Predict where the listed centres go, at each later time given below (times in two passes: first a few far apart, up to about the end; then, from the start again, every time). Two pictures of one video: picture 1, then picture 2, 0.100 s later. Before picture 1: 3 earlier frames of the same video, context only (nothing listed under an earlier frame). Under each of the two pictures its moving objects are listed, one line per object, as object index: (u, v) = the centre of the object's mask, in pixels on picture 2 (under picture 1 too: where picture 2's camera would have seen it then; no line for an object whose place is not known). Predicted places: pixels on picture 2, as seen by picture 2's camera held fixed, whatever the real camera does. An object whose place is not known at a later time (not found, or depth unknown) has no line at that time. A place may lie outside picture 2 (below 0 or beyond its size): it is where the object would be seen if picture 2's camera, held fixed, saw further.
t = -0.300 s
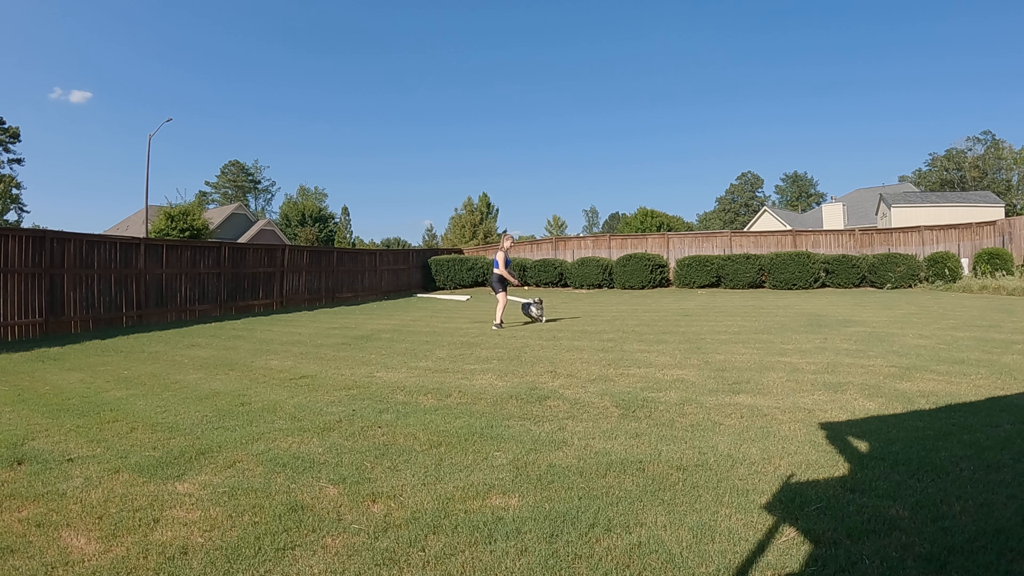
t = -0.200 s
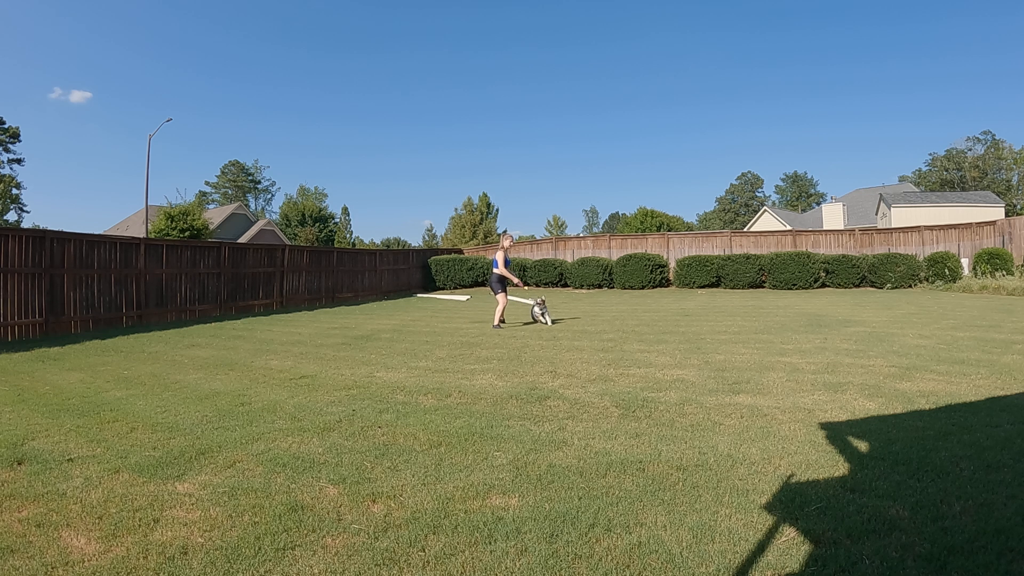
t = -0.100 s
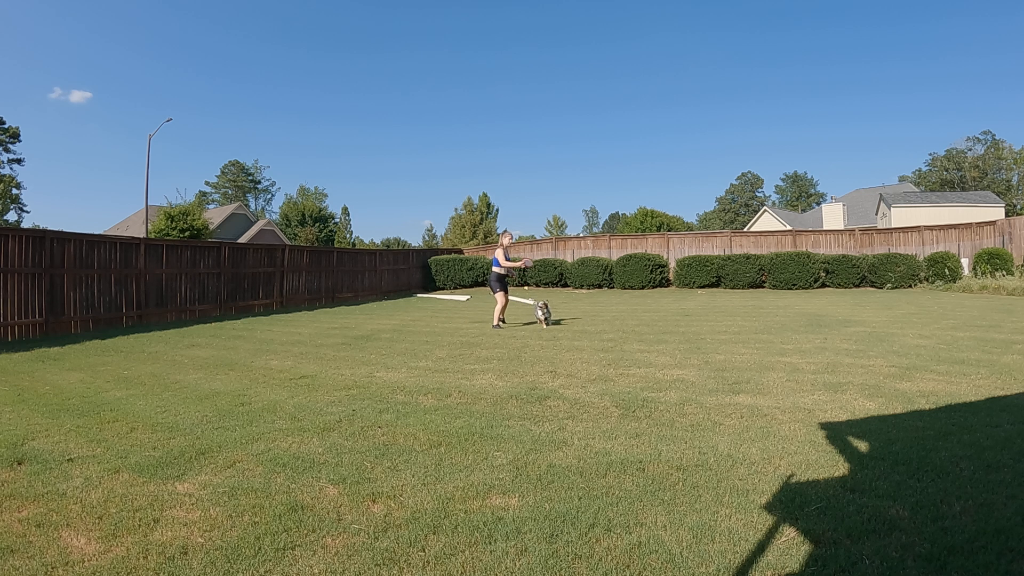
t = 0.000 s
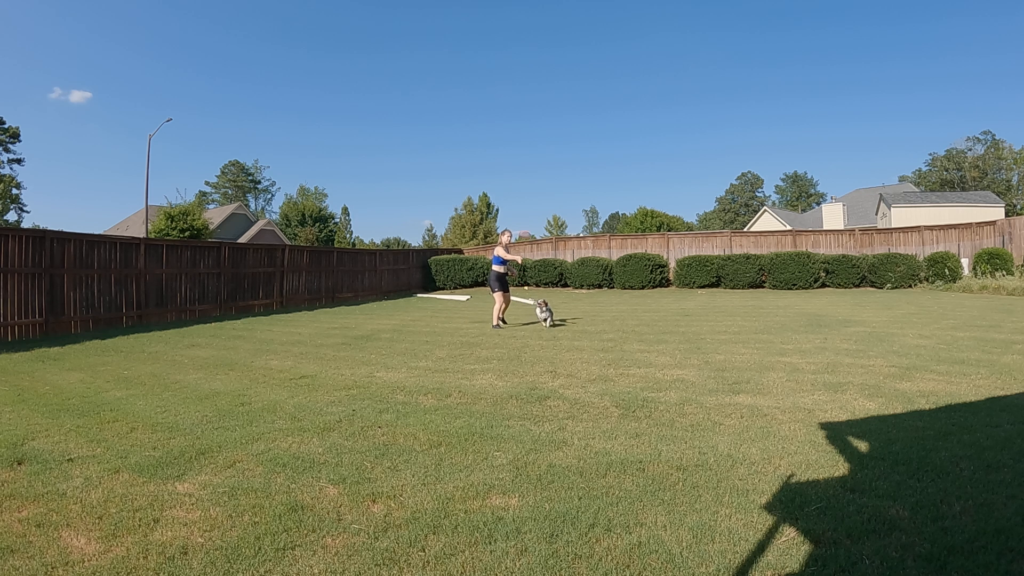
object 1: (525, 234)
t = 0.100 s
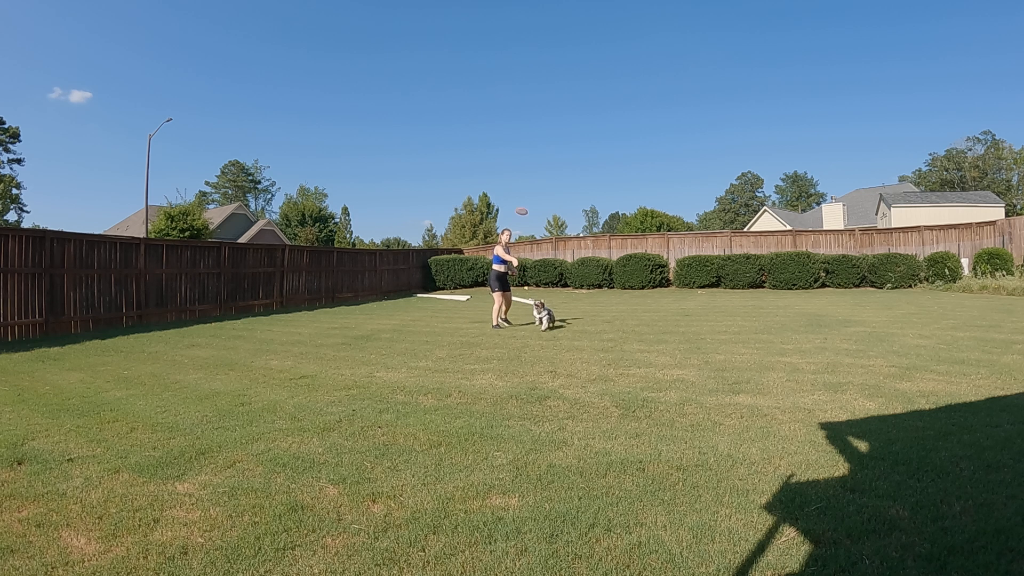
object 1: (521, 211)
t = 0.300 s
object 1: (515, 179)
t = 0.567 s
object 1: (510, 161)
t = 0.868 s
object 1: (522, 184)
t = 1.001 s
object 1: (538, 216)
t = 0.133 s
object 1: (520, 205)
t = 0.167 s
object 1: (519, 198)
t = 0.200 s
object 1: (518, 193)
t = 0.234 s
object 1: (517, 188)
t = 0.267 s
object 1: (516, 183)
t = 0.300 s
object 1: (515, 179)
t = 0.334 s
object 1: (514, 175)
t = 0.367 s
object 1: (513, 172)
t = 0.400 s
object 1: (512, 169)
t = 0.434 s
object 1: (512, 166)
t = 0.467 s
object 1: (511, 164)
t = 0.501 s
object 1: (511, 162)
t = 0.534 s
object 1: (510, 161)
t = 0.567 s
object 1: (510, 161)
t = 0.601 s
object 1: (511, 161)
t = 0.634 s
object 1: (511, 161)
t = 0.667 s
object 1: (512, 162)
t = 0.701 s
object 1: (513, 164)
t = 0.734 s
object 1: (514, 166)
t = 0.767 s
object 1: (515, 169)
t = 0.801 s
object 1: (517, 173)
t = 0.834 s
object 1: (520, 178)
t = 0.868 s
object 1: (522, 184)
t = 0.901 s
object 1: (526, 190)
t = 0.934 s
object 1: (529, 198)
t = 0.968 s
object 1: (533, 206)
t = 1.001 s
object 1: (538, 216)
